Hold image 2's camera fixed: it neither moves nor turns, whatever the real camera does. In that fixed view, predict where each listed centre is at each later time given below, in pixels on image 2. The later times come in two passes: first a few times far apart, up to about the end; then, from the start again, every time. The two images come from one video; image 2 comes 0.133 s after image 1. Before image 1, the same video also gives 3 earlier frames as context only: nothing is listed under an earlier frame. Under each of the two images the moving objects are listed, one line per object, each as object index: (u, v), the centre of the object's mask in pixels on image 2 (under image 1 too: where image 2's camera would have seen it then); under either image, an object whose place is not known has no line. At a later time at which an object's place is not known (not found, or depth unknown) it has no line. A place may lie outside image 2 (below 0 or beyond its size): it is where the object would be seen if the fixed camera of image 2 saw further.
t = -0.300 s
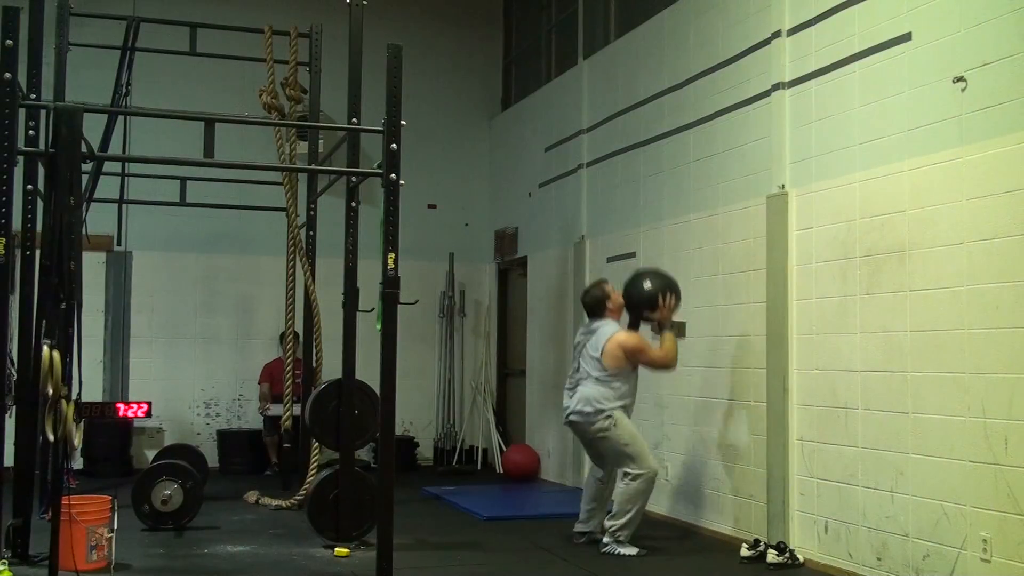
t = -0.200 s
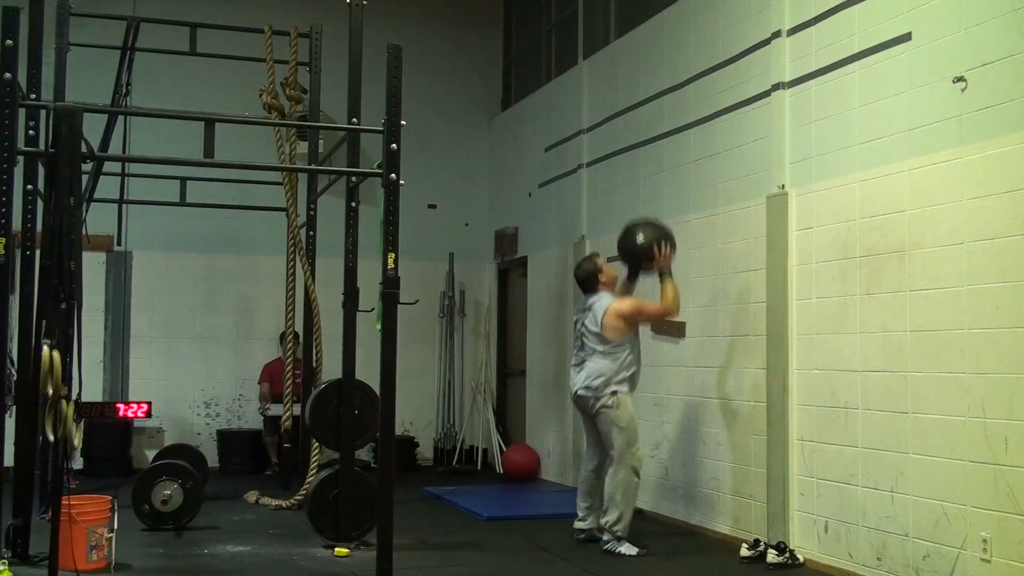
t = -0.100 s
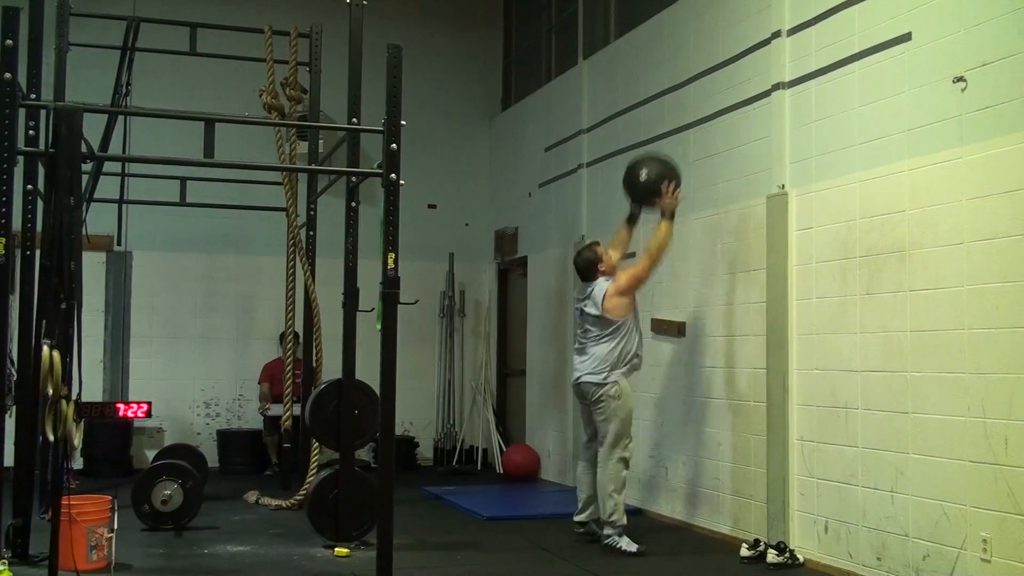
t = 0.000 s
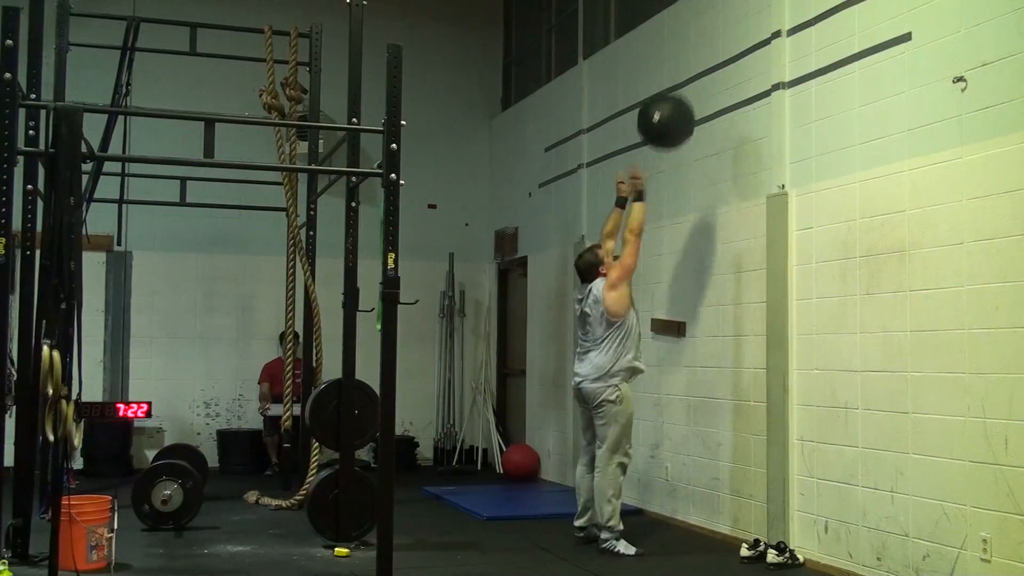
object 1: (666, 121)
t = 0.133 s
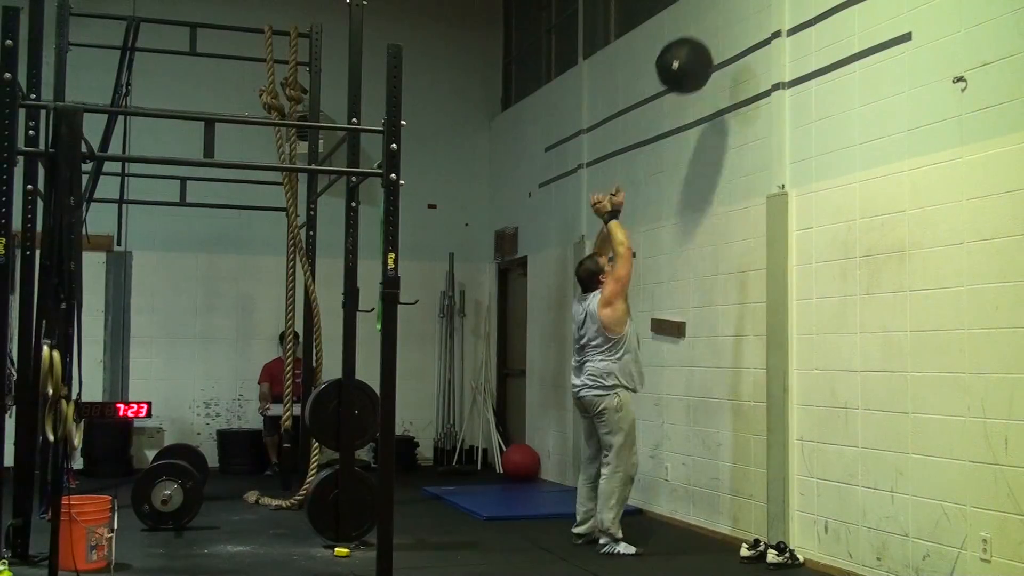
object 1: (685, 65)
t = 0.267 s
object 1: (703, 37)
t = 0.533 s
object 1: (705, 57)
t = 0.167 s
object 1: (689, 56)
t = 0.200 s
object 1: (694, 48)
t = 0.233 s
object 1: (698, 42)
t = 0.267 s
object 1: (703, 37)
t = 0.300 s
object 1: (707, 34)
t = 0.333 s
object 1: (712, 33)
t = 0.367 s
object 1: (717, 34)
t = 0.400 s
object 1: (718, 36)
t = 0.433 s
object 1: (715, 39)
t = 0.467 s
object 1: (712, 43)
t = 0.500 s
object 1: (708, 49)
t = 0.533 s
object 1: (705, 57)
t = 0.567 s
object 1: (702, 67)
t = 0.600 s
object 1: (699, 78)
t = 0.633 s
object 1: (697, 91)
